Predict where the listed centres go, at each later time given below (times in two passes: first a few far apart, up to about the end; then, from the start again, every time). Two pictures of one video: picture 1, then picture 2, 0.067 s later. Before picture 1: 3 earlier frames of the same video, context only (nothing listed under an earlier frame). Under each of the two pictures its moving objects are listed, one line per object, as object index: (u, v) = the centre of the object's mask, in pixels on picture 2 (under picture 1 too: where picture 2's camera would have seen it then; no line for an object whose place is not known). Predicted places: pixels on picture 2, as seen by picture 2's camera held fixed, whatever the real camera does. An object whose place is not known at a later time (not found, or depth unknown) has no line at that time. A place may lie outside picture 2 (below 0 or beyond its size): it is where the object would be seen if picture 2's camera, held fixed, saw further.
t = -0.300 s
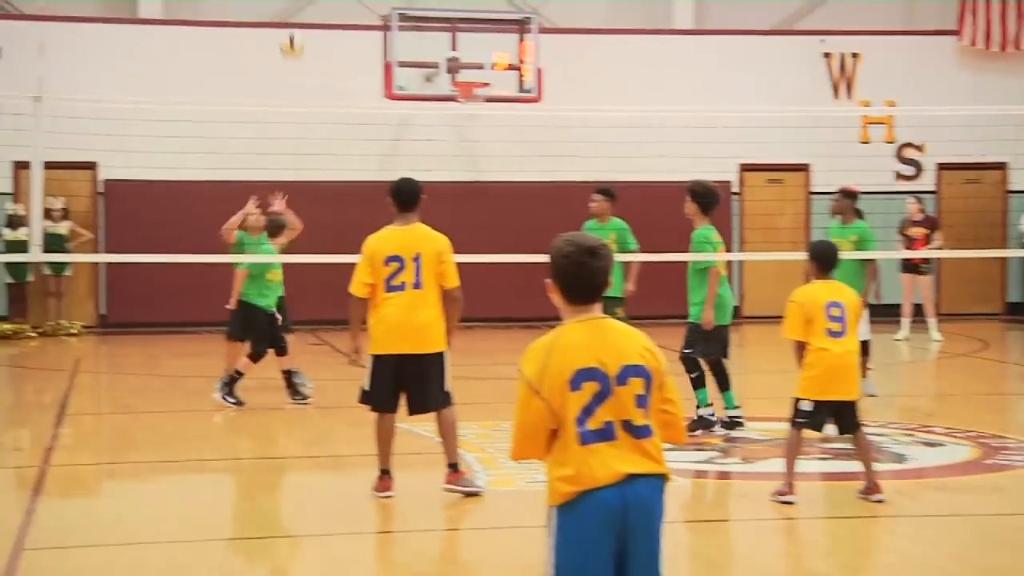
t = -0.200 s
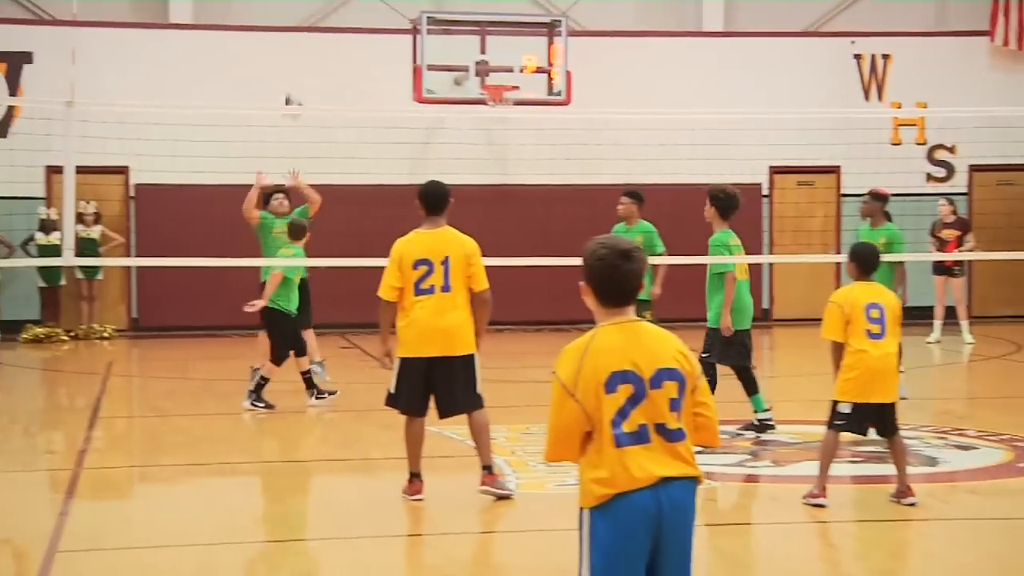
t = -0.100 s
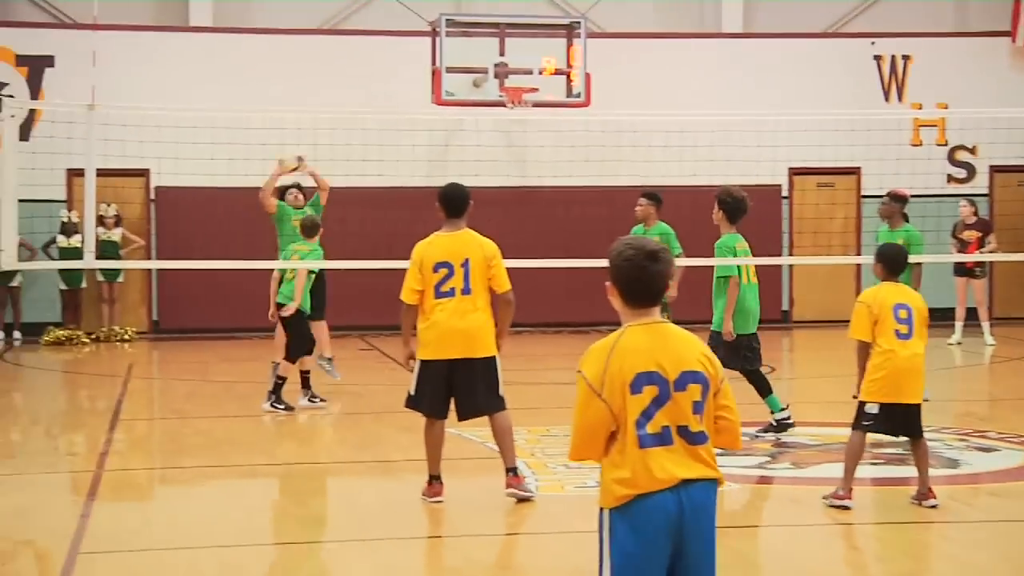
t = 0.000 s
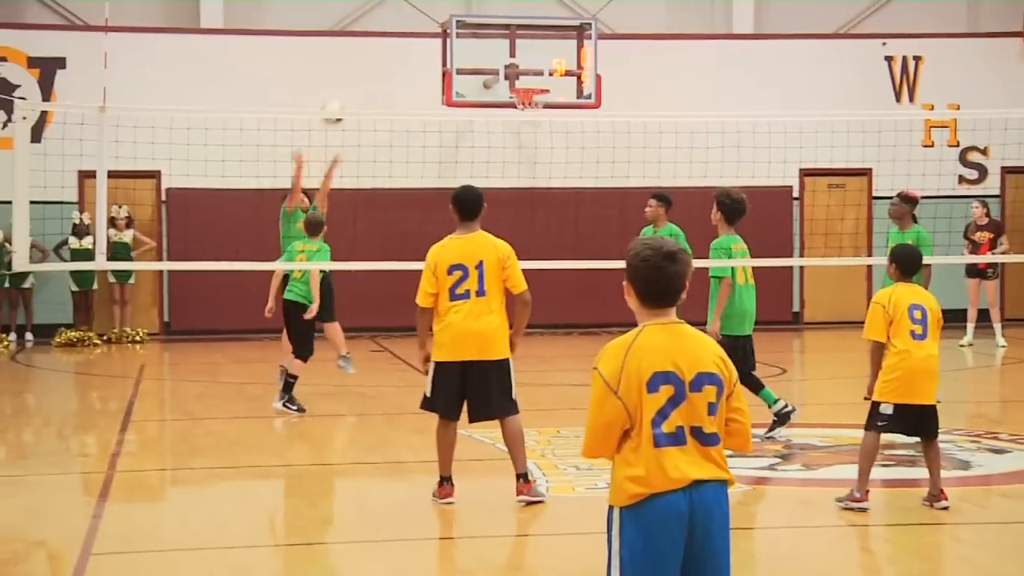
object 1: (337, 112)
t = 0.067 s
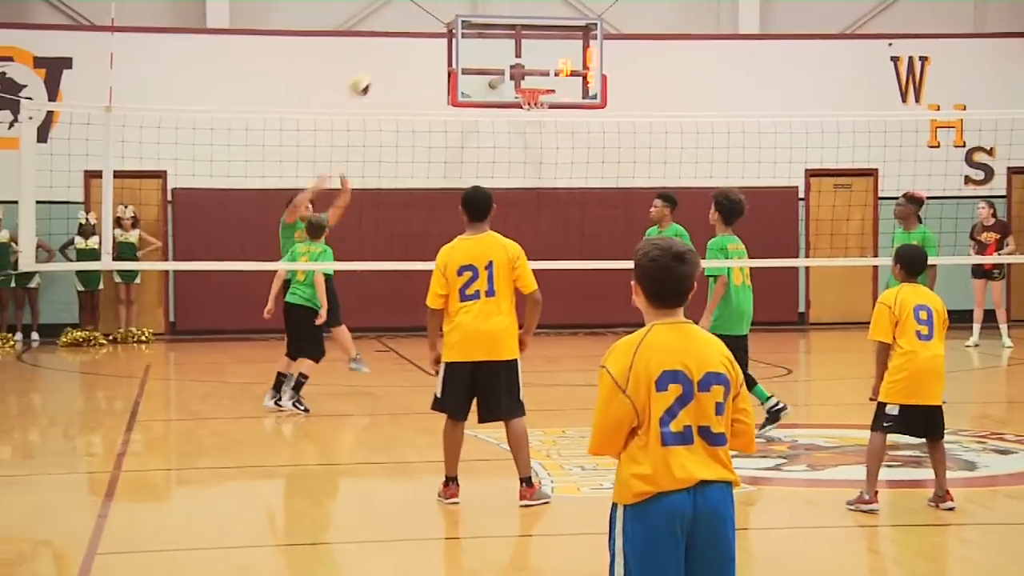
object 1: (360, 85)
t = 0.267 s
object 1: (423, 26)
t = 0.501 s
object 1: (504, 18)
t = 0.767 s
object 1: (593, 91)
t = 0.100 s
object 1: (371, 72)
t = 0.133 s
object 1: (383, 62)
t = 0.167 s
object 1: (394, 50)
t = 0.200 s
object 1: (403, 40)
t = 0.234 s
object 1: (414, 33)
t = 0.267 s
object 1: (423, 26)
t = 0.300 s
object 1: (437, 22)
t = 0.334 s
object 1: (447, 18)
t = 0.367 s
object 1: (459, 17)
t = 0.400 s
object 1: (471, 16)
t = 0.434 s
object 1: (480, 16)
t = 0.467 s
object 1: (492, 16)
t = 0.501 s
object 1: (504, 18)
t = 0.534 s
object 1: (515, 22)
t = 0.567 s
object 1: (525, 27)
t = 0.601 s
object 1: (537, 34)
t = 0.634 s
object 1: (548, 42)
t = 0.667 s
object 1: (560, 54)
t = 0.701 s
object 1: (571, 65)
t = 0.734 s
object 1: (582, 77)
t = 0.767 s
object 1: (593, 91)
